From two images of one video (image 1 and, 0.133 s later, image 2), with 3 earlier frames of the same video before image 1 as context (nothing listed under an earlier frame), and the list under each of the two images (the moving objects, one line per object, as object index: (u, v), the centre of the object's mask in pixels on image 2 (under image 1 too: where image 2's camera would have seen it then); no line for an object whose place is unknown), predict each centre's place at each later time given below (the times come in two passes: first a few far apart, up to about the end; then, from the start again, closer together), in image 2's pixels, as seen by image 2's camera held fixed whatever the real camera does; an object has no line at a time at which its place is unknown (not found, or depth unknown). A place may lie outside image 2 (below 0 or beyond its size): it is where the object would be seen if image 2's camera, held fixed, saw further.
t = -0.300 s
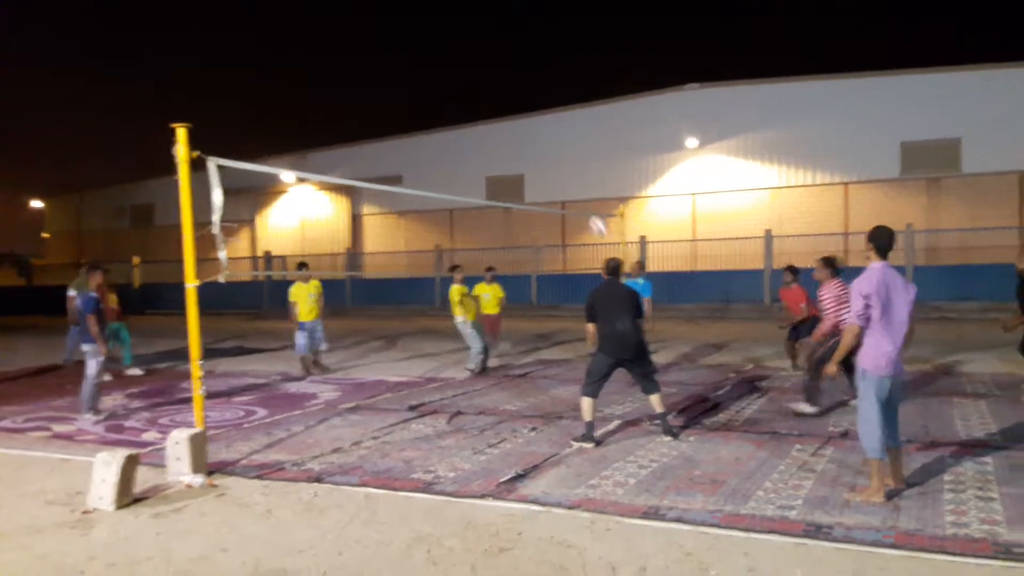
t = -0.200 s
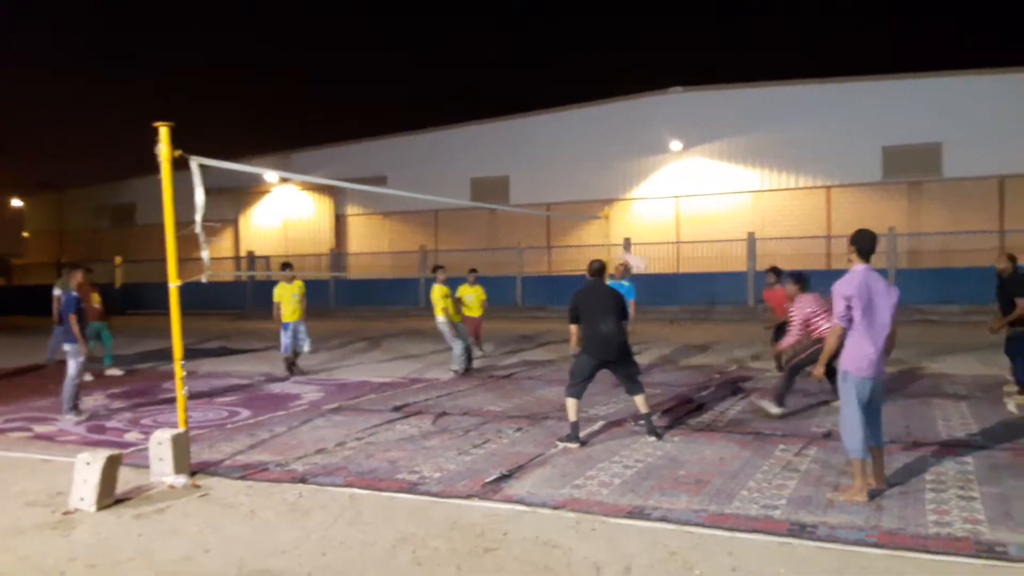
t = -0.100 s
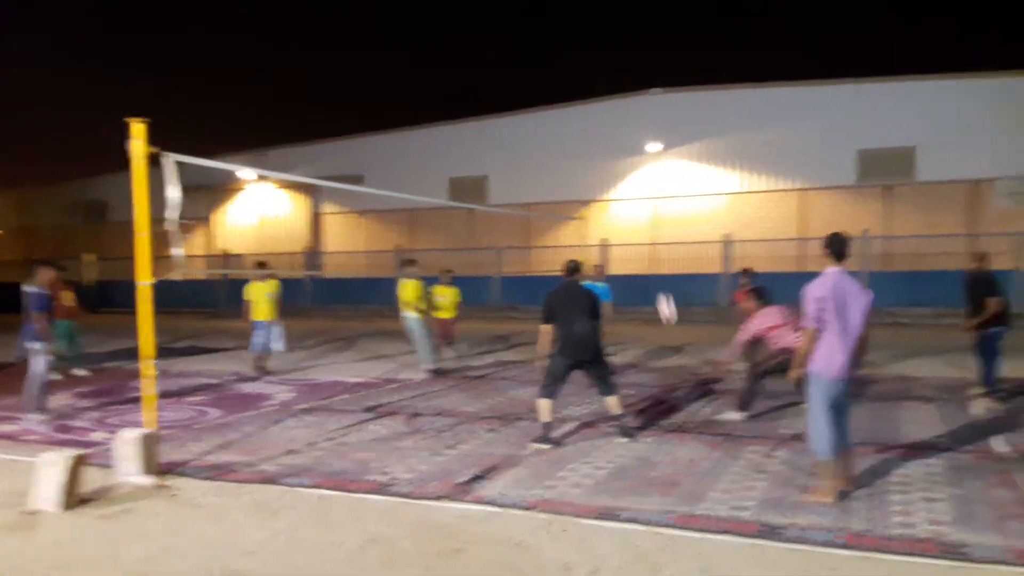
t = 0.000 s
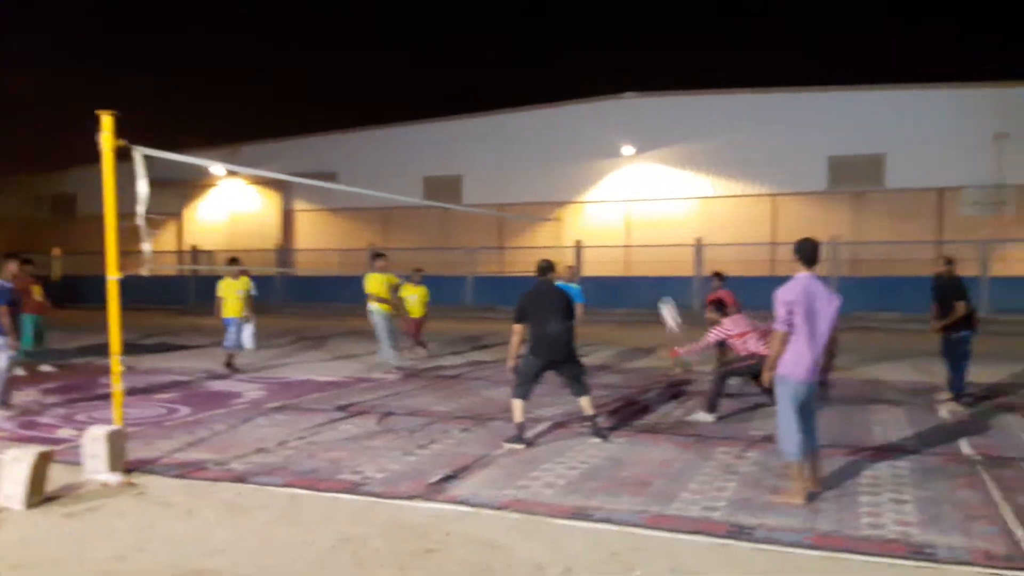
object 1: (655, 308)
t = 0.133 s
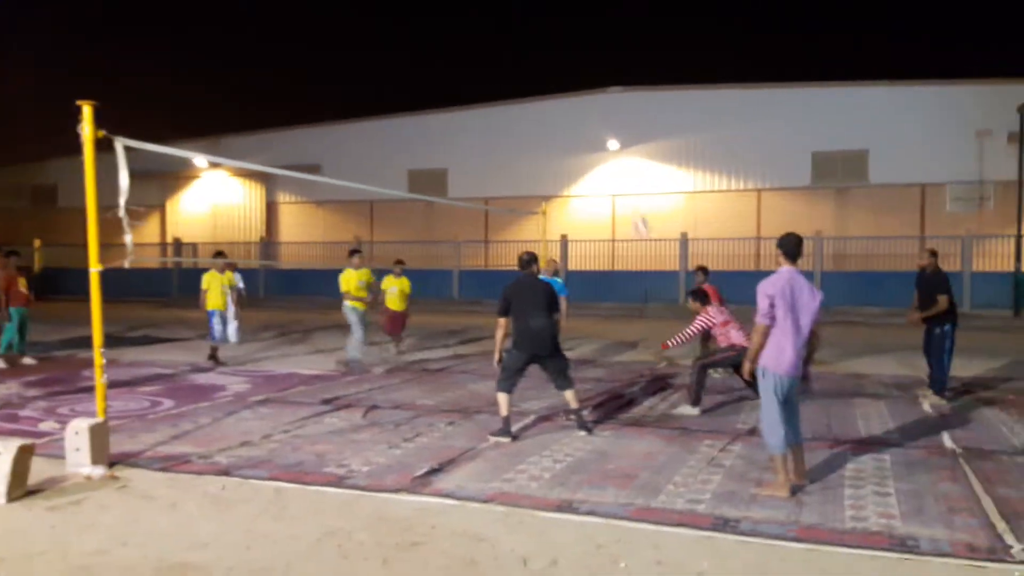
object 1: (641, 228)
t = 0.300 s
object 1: (617, 137)
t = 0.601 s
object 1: (585, 44)
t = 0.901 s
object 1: (555, 34)
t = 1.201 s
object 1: (523, 109)
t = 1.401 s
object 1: (507, 201)
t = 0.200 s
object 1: (630, 188)
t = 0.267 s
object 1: (619, 146)
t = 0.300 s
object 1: (617, 137)
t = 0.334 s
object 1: (613, 125)
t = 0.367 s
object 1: (609, 111)
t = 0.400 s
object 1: (606, 97)
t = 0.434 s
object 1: (602, 85)
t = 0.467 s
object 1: (599, 76)
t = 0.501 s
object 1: (596, 66)
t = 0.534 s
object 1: (592, 58)
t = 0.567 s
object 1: (589, 51)
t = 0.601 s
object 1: (585, 44)
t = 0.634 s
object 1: (582, 39)
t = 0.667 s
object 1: (579, 34)
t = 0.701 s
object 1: (574, 31)
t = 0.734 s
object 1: (571, 30)
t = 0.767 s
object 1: (568, 28)
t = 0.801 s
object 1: (565, 29)
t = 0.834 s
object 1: (562, 31)
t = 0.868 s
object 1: (558, 32)
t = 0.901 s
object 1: (555, 34)
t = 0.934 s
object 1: (551, 38)
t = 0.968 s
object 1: (548, 44)
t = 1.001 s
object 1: (545, 52)
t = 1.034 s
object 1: (542, 60)
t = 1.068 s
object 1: (538, 68)
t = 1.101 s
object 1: (535, 77)
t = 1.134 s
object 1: (531, 87)
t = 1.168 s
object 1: (527, 98)
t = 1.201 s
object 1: (523, 109)
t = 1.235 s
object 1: (520, 124)
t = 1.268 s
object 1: (517, 137)
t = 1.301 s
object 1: (514, 153)
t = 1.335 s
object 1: (509, 168)
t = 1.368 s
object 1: (508, 184)
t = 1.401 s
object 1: (507, 201)
